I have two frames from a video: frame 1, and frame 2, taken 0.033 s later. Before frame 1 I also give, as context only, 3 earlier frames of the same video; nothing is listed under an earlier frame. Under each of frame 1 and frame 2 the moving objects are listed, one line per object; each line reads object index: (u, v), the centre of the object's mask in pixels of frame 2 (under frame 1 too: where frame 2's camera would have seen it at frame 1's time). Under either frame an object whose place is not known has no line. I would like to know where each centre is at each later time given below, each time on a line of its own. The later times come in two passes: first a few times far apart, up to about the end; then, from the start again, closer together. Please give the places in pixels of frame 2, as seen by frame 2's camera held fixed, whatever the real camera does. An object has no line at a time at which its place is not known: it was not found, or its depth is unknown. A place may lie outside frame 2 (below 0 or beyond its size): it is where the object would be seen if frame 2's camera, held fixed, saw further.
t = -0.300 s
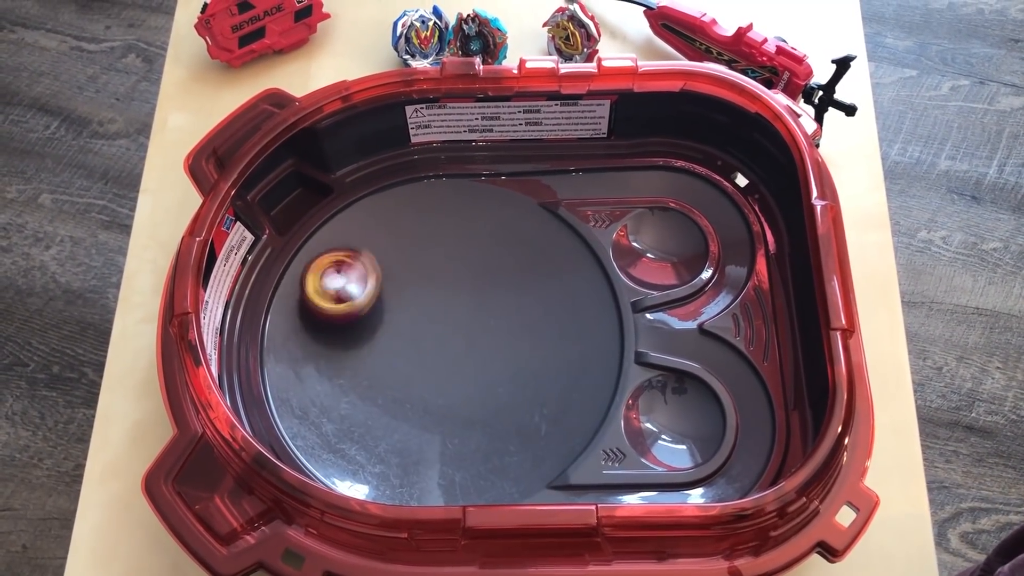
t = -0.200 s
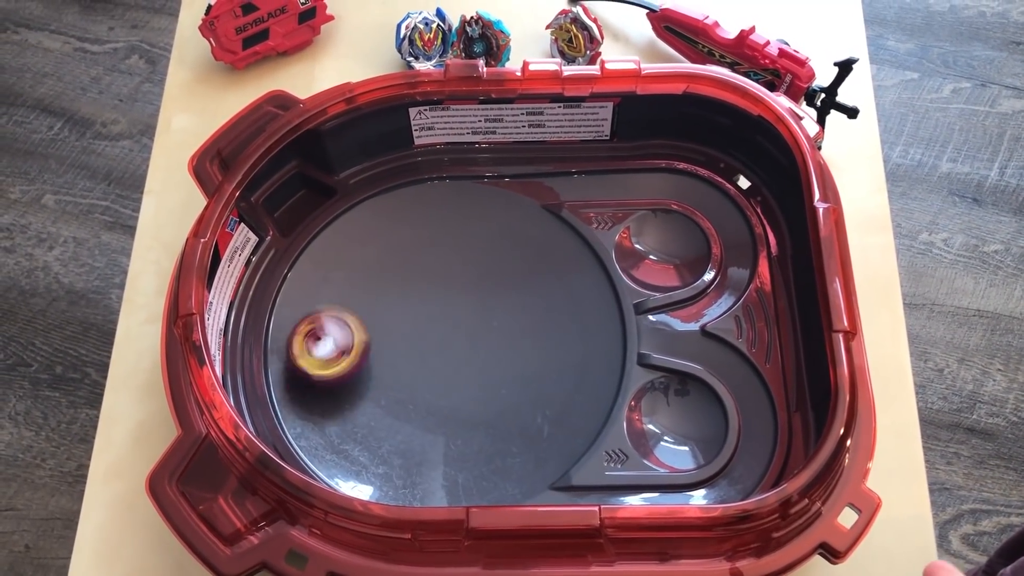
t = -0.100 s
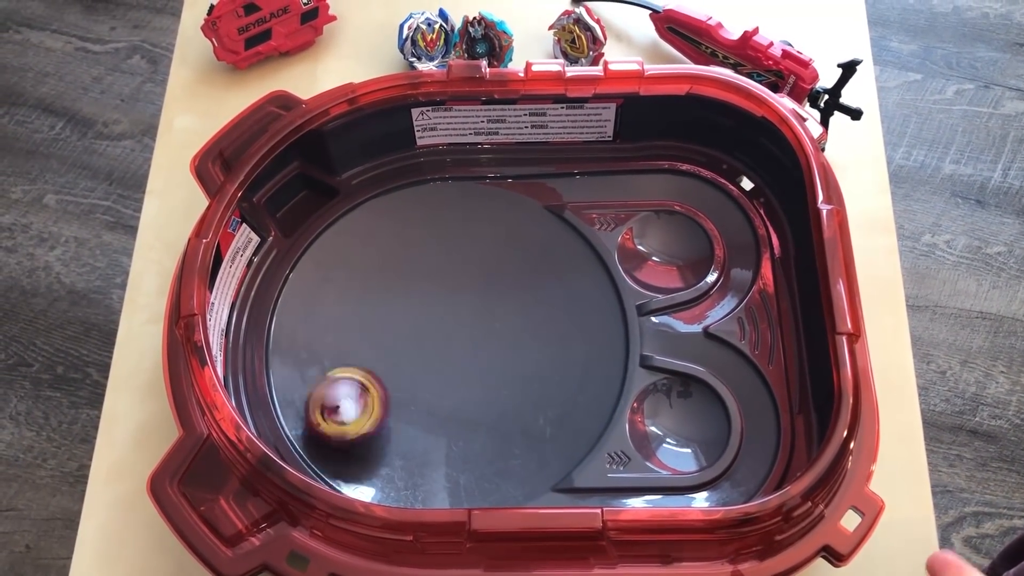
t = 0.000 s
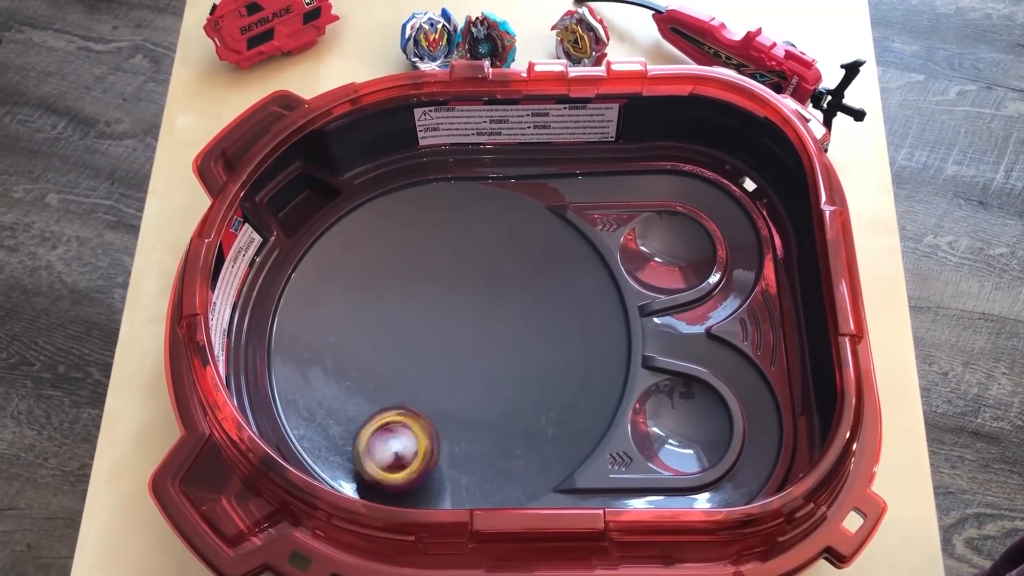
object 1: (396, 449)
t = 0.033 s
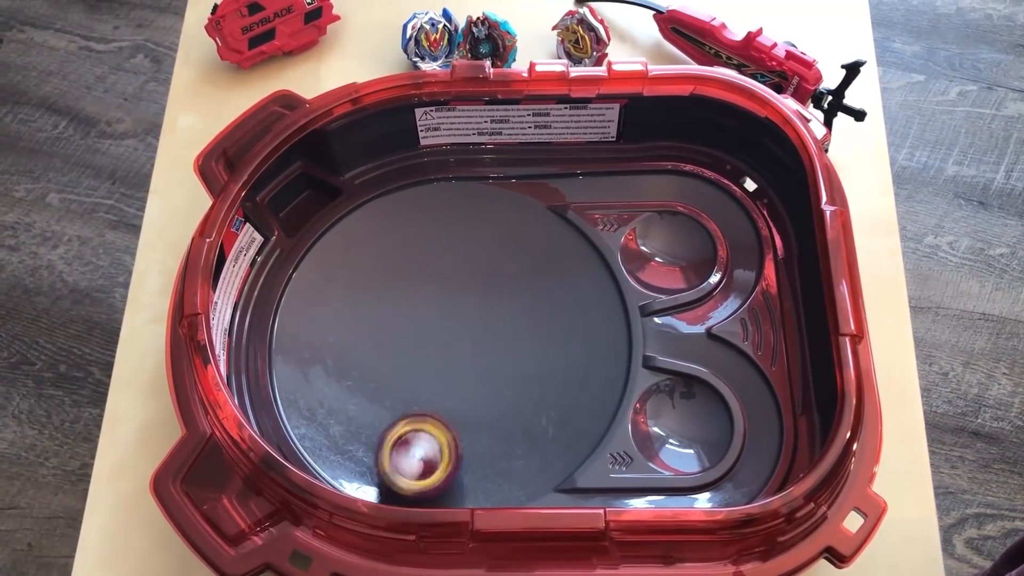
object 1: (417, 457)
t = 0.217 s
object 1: (536, 422)
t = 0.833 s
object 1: (371, 271)
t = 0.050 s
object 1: (430, 458)
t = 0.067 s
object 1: (441, 460)
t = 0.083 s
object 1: (453, 458)
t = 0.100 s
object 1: (464, 458)
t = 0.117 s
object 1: (475, 456)
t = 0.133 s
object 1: (487, 453)
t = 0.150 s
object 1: (496, 449)
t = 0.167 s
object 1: (509, 444)
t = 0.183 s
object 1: (518, 438)
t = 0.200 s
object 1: (528, 430)
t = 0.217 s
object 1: (536, 422)
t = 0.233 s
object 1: (543, 412)
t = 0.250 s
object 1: (550, 405)
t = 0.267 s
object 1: (554, 394)
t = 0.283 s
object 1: (559, 387)
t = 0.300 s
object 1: (562, 376)
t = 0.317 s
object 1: (566, 367)
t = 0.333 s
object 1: (567, 357)
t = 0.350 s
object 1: (568, 347)
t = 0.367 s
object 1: (568, 338)
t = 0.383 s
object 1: (566, 326)
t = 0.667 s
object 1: (459, 234)
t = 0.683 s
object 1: (449, 233)
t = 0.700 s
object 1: (440, 235)
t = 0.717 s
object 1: (430, 235)
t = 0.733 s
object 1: (422, 238)
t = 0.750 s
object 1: (411, 242)
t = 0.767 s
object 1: (402, 246)
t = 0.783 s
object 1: (394, 251)
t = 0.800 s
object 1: (385, 256)
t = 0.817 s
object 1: (379, 264)
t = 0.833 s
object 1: (371, 271)
